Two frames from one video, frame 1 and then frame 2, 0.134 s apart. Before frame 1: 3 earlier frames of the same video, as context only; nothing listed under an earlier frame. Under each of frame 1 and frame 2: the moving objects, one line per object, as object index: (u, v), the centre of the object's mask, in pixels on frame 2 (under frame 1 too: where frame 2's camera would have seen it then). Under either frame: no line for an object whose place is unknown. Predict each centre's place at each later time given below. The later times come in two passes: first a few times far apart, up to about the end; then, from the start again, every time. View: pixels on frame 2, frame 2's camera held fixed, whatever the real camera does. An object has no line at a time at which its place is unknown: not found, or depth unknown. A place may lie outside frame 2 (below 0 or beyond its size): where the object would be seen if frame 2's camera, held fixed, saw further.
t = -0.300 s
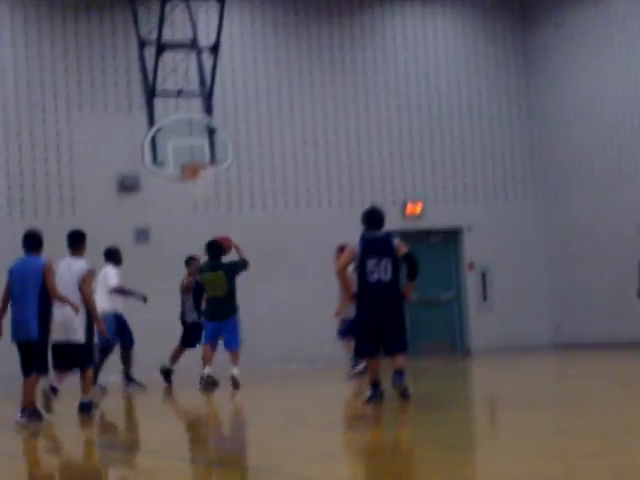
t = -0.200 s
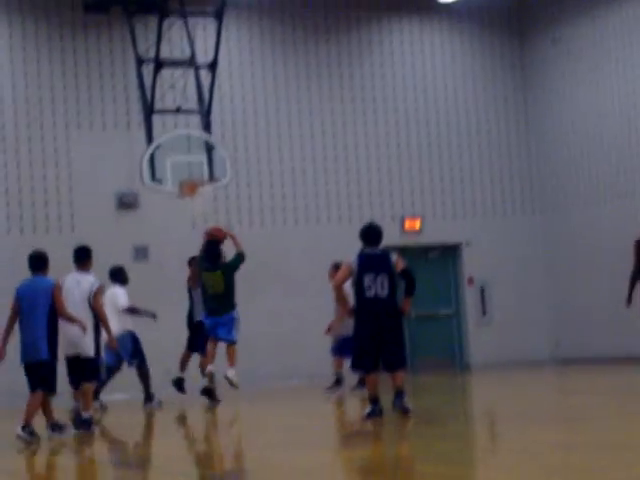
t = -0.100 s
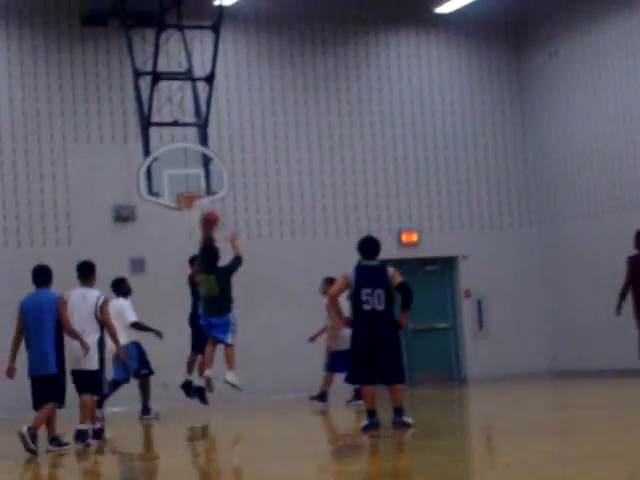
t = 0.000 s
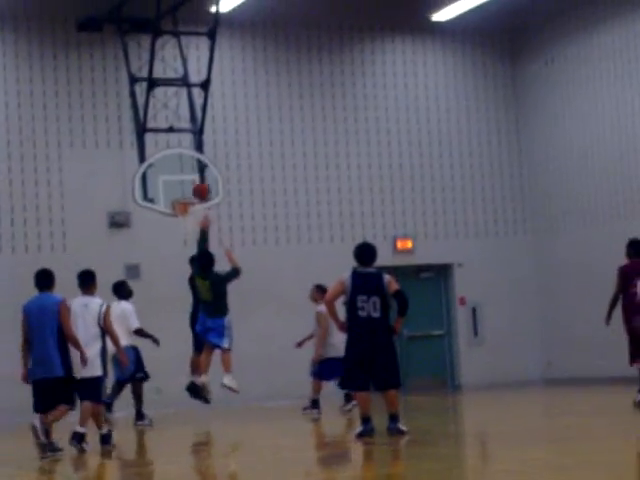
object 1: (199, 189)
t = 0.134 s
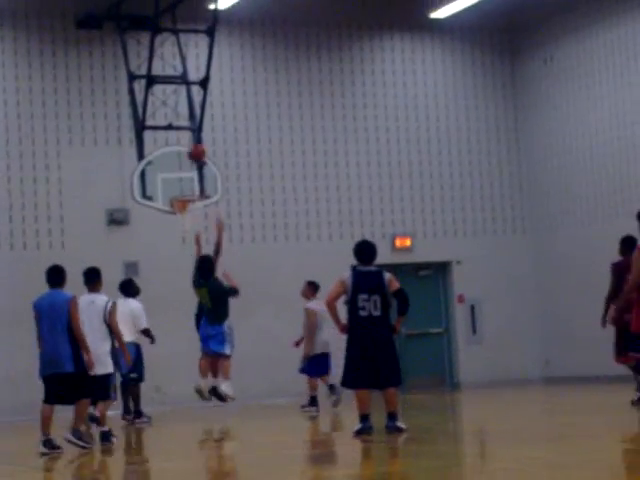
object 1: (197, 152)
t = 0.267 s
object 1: (192, 133)
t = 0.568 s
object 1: (189, 134)
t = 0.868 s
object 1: (188, 200)
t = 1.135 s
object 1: (187, 228)
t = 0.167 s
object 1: (196, 145)
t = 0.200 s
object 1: (194, 139)
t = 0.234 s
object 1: (194, 137)
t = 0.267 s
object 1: (192, 133)
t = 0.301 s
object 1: (192, 130)
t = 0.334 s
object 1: (191, 128)
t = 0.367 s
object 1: (191, 128)
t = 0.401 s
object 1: (191, 127)
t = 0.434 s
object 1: (191, 128)
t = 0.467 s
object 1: (191, 129)
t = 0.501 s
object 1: (190, 131)
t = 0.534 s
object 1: (190, 132)
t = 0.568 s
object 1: (189, 134)
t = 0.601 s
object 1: (188, 142)
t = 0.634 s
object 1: (188, 146)
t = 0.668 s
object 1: (188, 152)
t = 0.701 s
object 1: (187, 160)
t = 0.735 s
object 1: (187, 166)
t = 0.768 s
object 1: (187, 173)
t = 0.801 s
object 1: (187, 182)
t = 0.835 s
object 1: (188, 191)
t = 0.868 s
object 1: (188, 200)
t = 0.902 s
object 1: (188, 206)
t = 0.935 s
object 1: (188, 215)
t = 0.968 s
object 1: (188, 214)
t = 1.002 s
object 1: (187, 214)
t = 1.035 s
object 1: (187, 216)
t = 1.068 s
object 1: (187, 219)
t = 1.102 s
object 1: (187, 223)
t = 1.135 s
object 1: (187, 228)
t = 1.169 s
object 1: (187, 233)
